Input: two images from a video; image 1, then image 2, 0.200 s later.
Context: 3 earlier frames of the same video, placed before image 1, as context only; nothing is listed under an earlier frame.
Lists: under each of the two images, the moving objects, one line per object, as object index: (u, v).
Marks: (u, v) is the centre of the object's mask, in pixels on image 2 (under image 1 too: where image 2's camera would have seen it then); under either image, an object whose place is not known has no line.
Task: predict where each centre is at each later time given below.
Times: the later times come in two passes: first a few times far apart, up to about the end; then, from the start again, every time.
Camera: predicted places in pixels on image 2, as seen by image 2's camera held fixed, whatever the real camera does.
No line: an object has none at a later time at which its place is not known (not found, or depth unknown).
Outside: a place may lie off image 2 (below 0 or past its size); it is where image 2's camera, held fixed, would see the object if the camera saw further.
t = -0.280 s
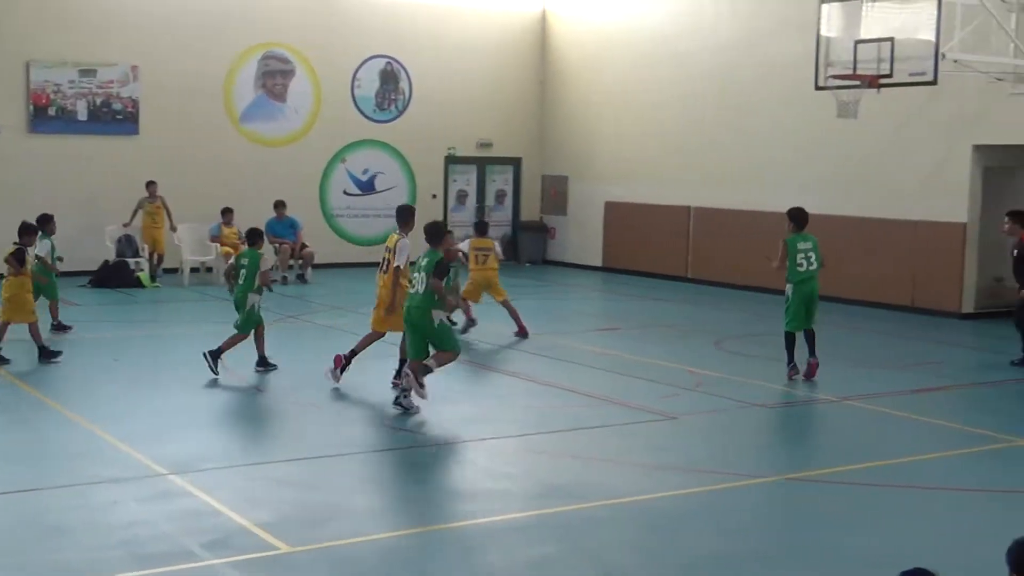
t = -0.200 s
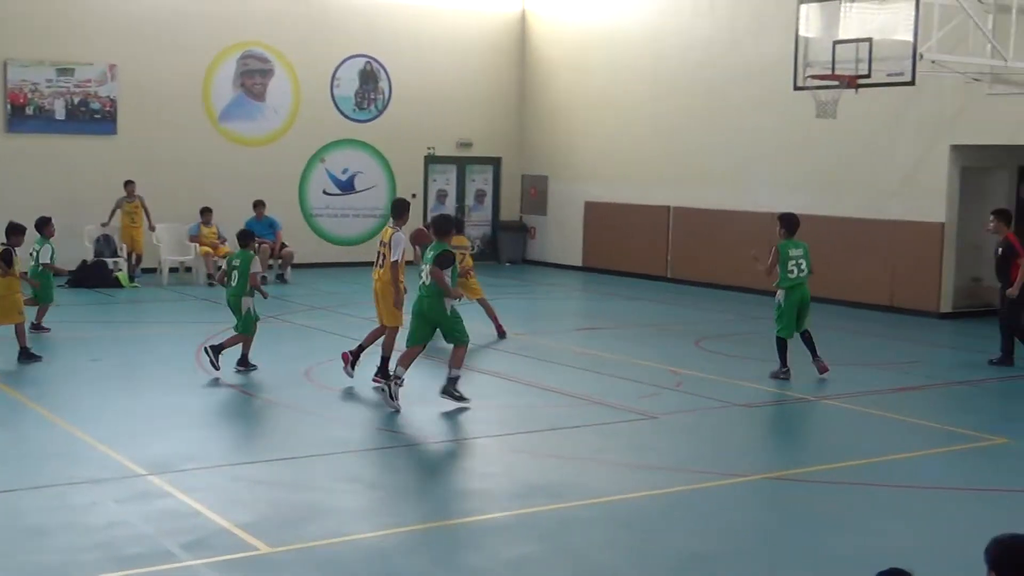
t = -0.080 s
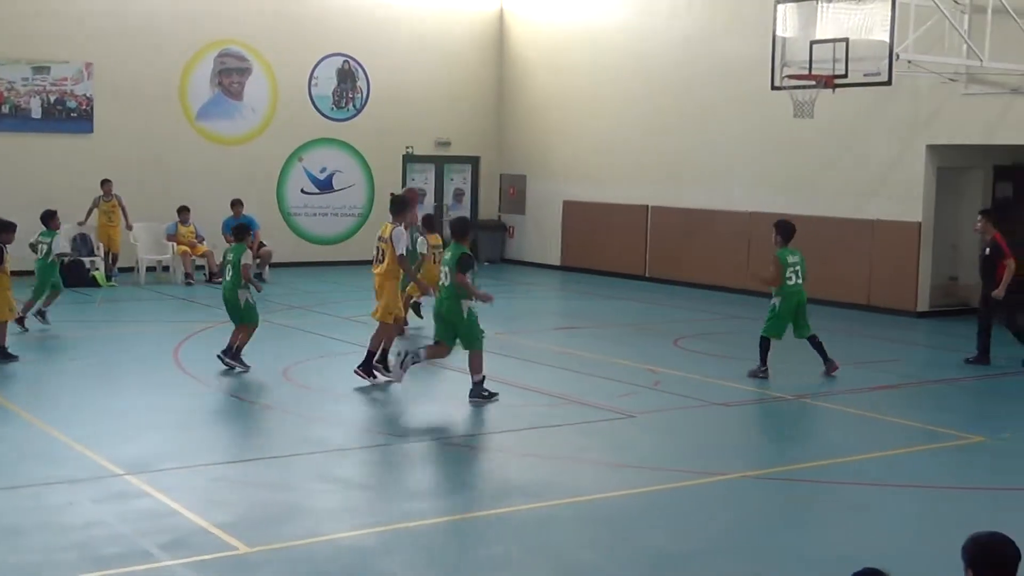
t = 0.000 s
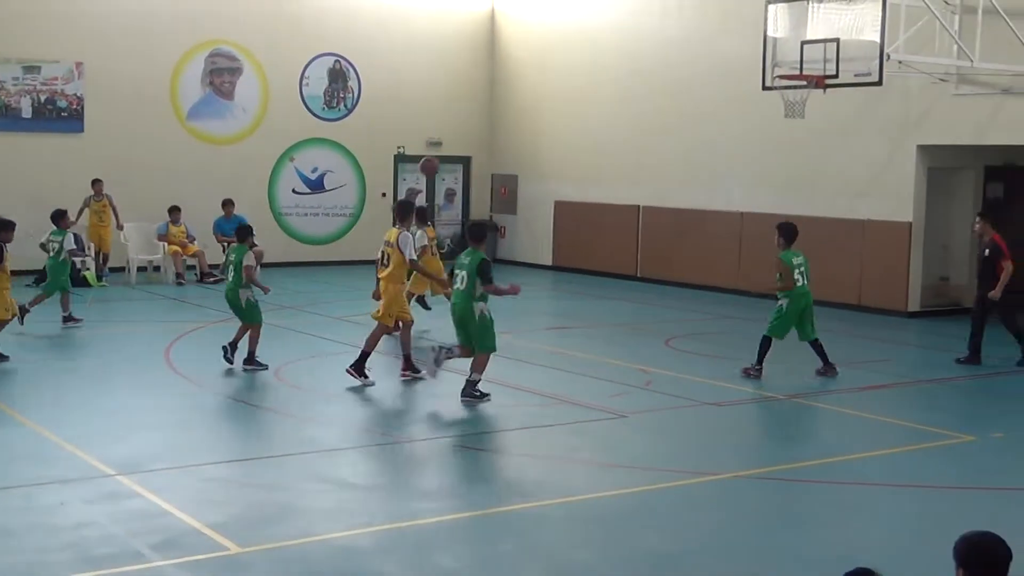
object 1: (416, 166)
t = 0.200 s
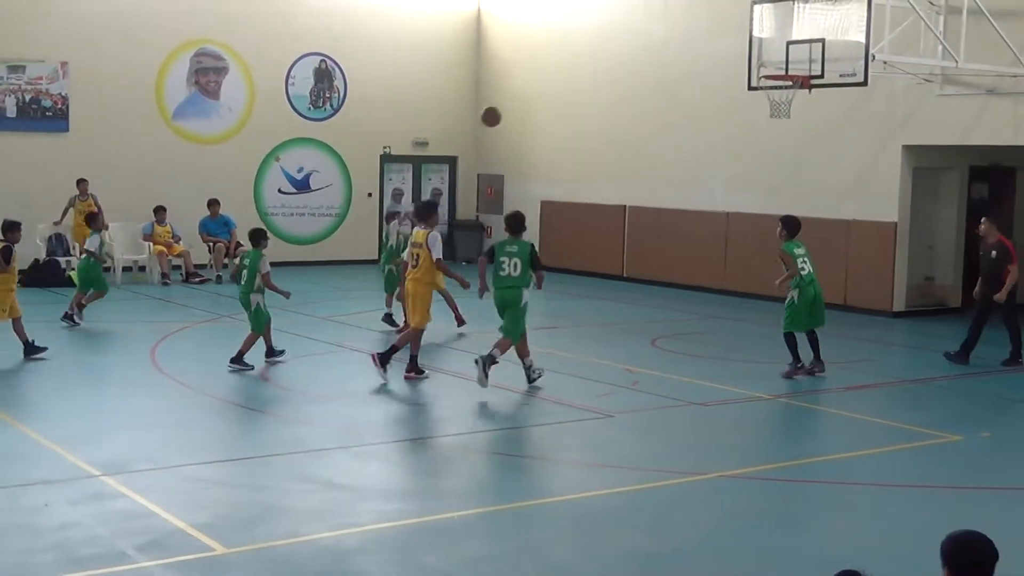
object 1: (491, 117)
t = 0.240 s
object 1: (506, 110)
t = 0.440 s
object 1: (584, 99)
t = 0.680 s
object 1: (682, 134)
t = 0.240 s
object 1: (506, 110)
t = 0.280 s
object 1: (522, 105)
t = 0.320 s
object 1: (537, 102)
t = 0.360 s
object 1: (553, 100)
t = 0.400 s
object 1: (569, 99)
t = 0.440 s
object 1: (584, 99)
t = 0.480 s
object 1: (600, 101)
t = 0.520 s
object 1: (617, 105)
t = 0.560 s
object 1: (633, 110)
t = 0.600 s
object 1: (649, 116)
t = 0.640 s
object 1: (665, 124)
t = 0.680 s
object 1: (682, 134)
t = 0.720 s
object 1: (698, 145)
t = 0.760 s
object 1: (715, 157)
